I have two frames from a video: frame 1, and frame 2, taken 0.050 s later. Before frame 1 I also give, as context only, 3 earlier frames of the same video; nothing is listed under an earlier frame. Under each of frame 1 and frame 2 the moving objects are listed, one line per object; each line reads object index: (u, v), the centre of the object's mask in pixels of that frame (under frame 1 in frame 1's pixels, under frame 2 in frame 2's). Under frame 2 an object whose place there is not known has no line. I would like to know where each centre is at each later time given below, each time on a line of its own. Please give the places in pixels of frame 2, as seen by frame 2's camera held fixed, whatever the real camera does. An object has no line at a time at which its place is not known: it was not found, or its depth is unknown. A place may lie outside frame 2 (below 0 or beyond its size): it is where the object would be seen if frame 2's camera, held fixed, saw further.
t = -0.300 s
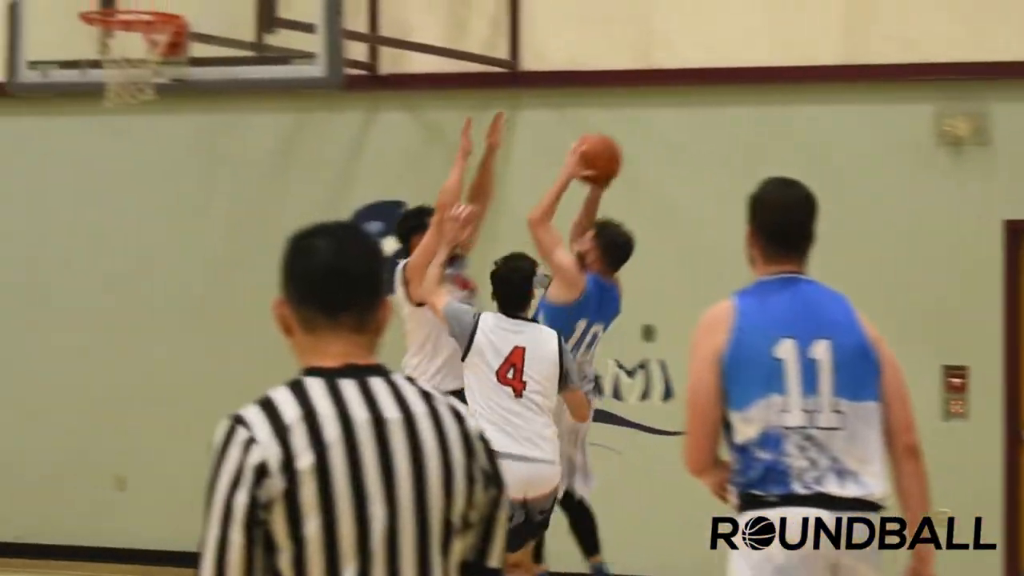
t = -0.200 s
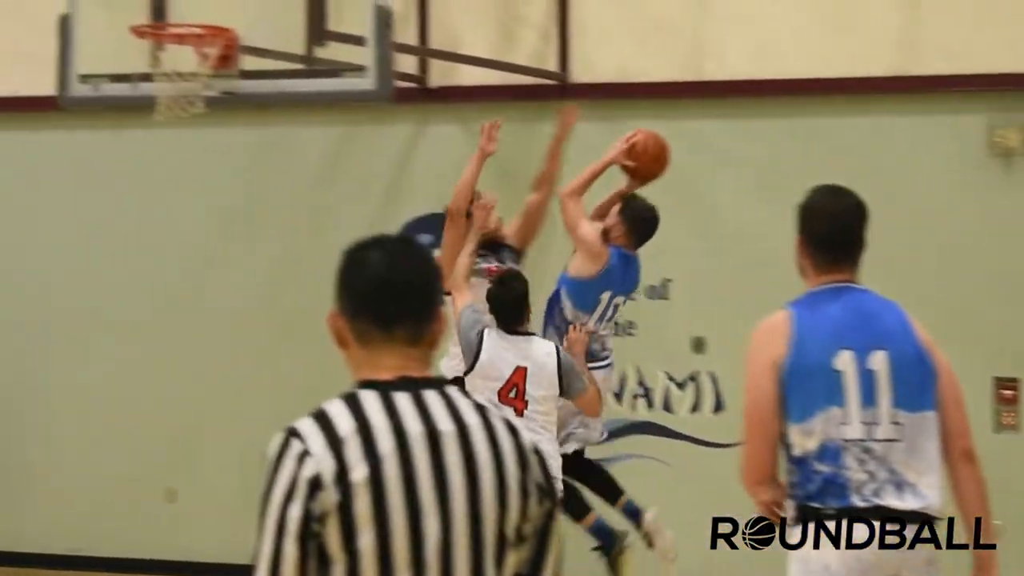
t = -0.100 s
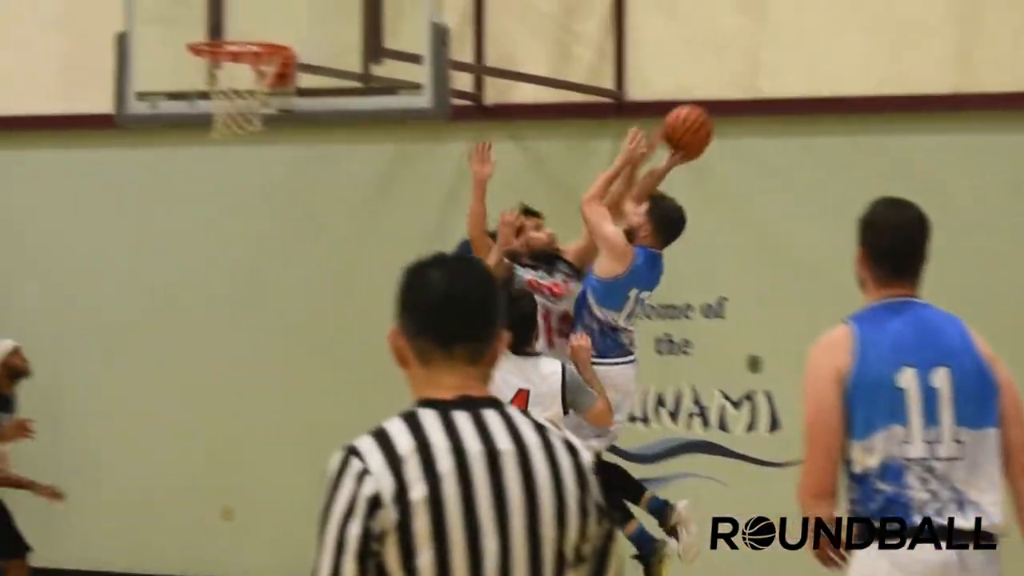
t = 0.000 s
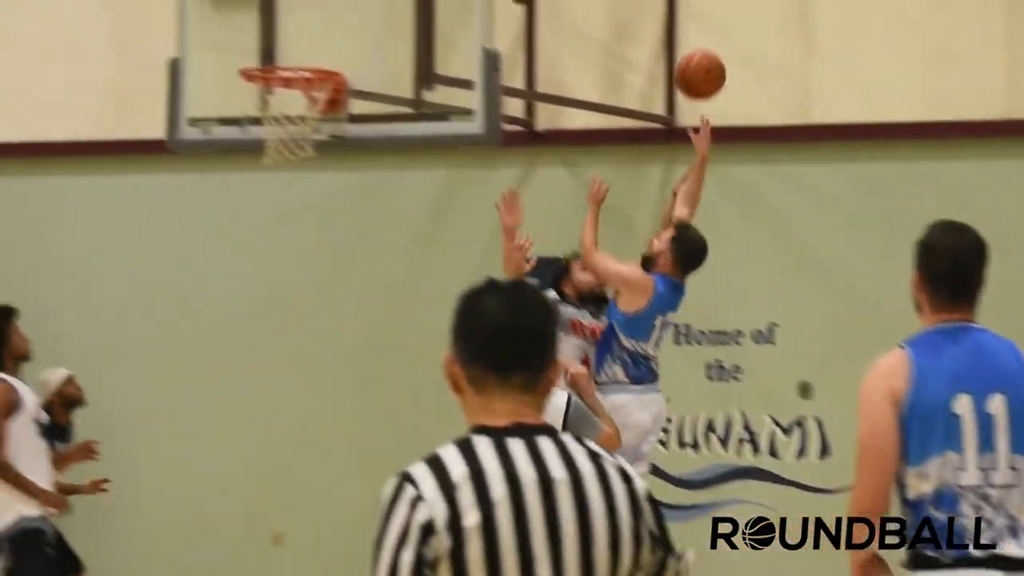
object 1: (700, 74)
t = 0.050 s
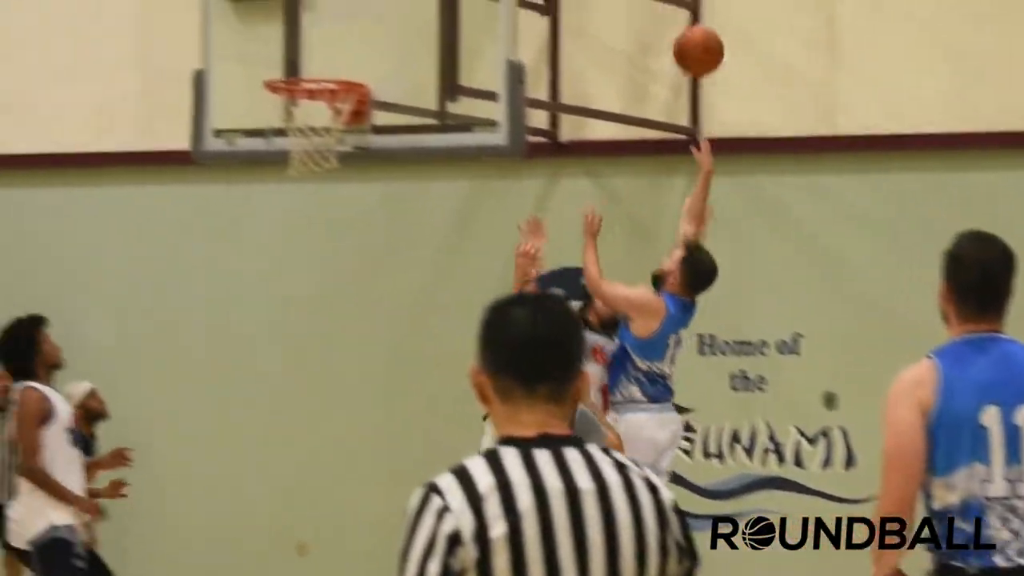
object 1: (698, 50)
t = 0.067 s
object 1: (689, 40)
